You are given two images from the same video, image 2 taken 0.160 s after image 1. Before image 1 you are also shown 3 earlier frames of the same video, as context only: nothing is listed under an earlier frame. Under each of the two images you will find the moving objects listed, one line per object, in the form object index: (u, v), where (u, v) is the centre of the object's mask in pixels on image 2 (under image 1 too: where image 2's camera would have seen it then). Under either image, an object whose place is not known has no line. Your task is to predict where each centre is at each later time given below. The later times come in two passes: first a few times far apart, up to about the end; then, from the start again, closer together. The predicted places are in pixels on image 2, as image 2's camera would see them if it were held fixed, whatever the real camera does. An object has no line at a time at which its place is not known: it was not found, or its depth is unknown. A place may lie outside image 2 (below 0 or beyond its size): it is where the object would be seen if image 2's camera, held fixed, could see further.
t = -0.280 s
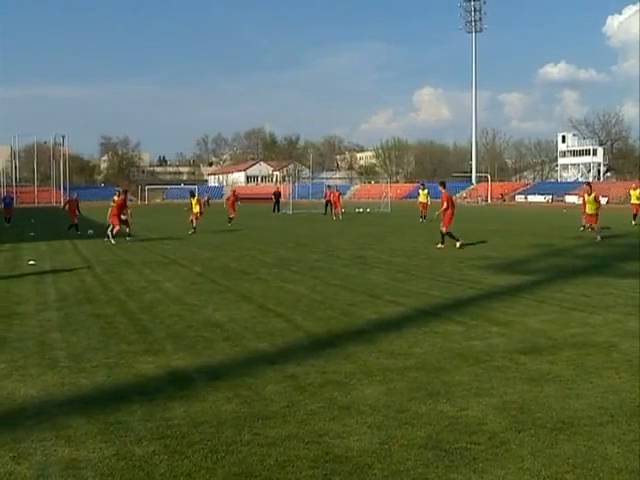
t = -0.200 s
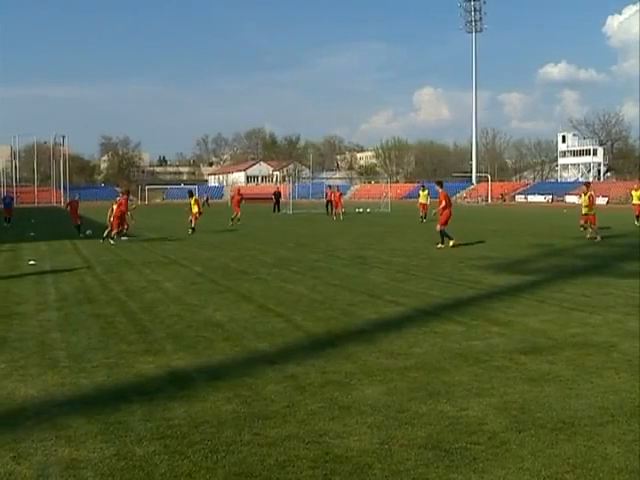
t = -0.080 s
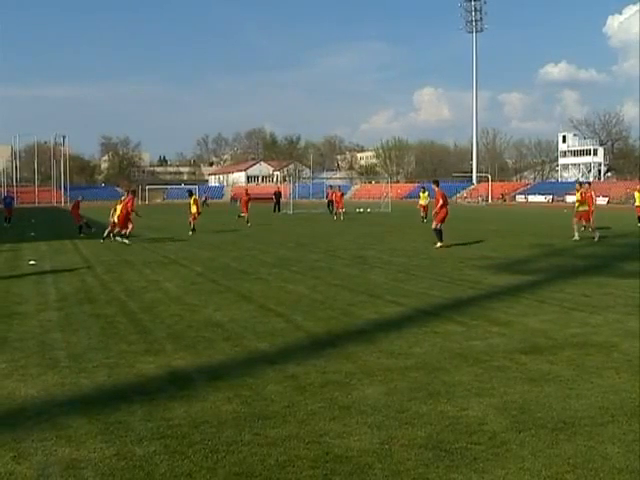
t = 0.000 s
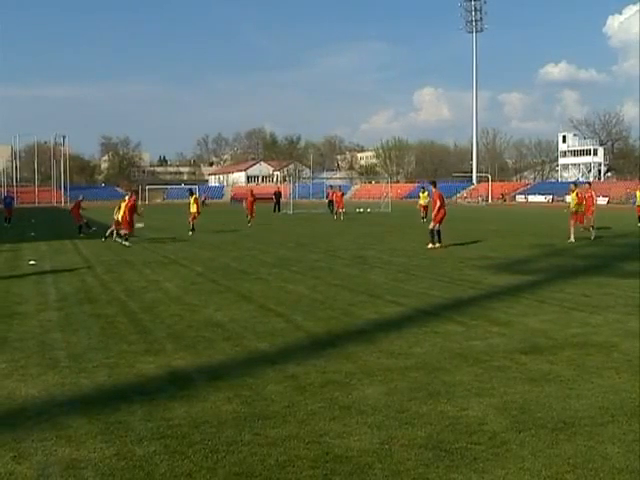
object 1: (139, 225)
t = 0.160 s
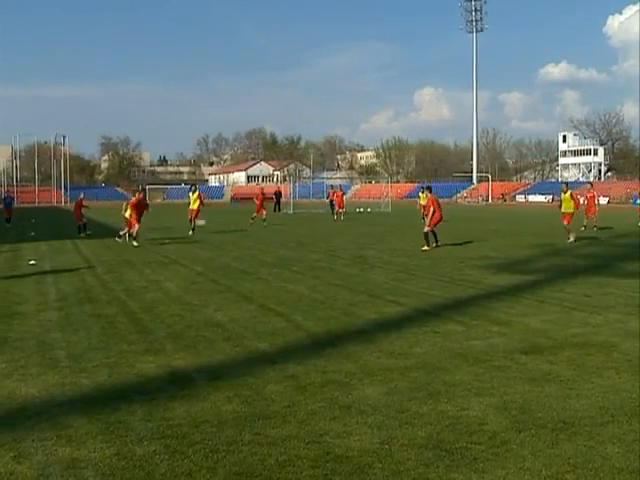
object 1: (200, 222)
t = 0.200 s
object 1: (216, 223)
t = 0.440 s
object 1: (316, 230)
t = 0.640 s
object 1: (402, 237)
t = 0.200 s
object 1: (216, 223)
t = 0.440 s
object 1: (316, 230)
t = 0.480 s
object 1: (334, 232)
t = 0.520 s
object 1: (352, 235)
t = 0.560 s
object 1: (371, 238)
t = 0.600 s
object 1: (388, 238)
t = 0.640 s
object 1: (402, 237)
